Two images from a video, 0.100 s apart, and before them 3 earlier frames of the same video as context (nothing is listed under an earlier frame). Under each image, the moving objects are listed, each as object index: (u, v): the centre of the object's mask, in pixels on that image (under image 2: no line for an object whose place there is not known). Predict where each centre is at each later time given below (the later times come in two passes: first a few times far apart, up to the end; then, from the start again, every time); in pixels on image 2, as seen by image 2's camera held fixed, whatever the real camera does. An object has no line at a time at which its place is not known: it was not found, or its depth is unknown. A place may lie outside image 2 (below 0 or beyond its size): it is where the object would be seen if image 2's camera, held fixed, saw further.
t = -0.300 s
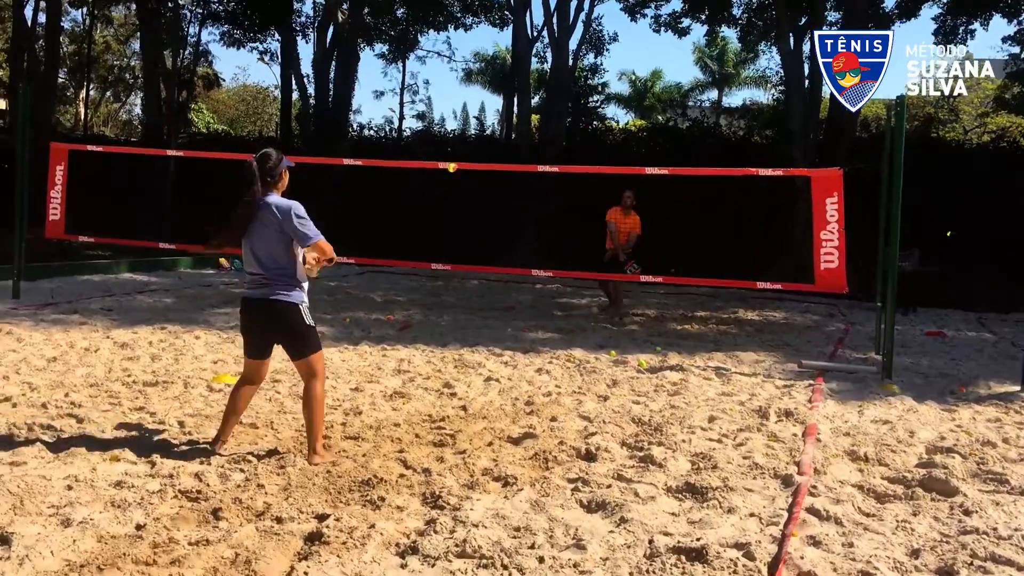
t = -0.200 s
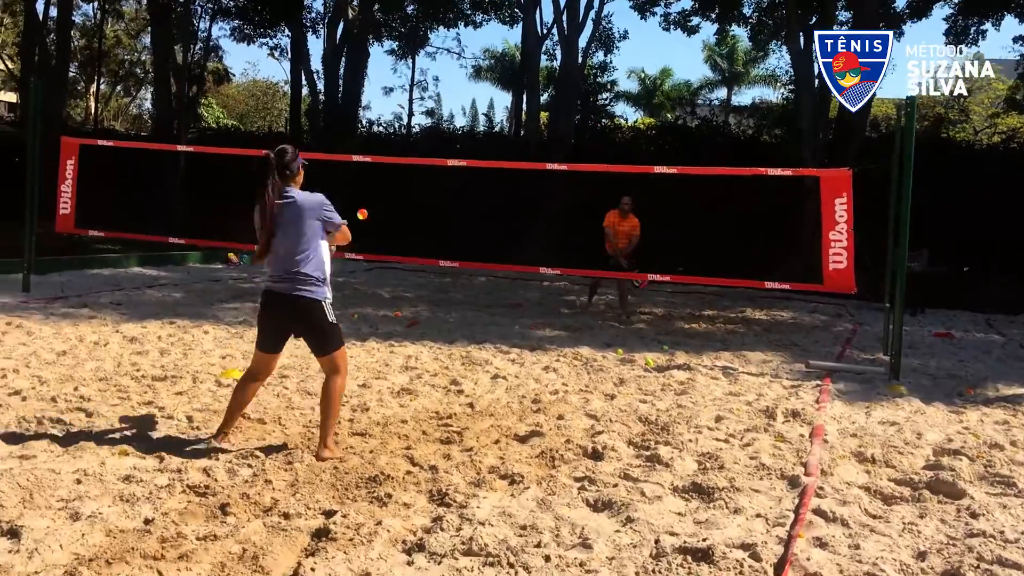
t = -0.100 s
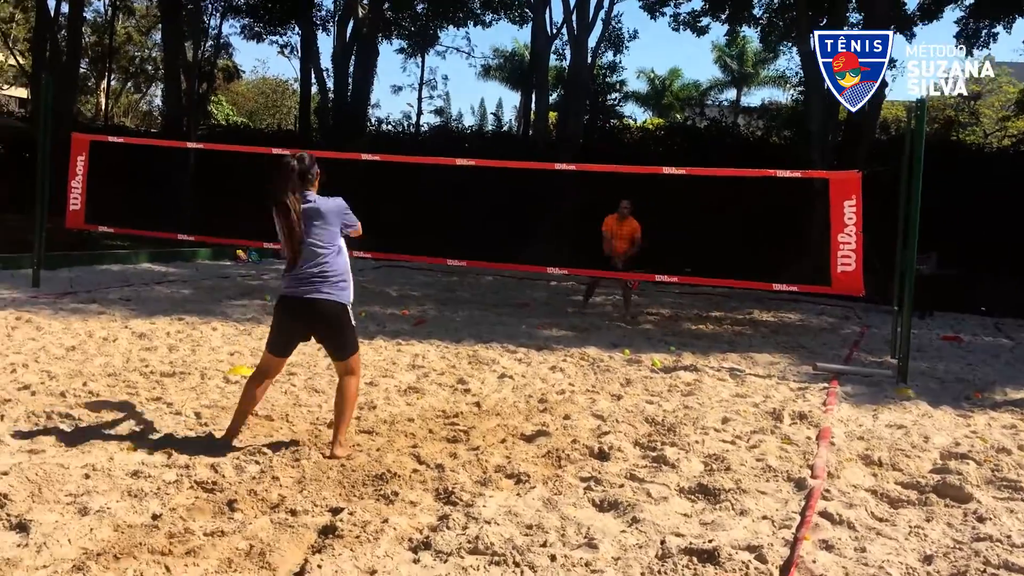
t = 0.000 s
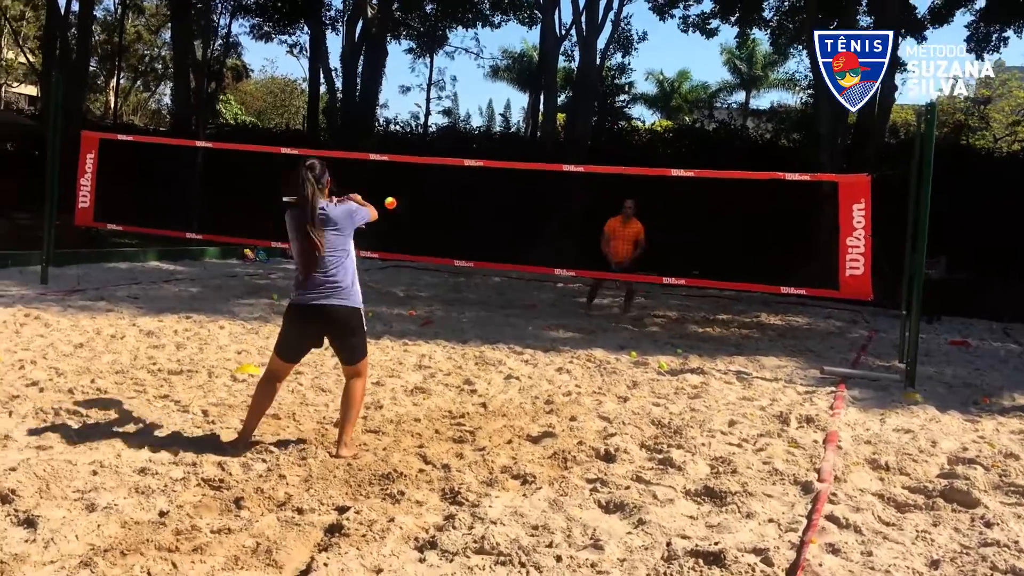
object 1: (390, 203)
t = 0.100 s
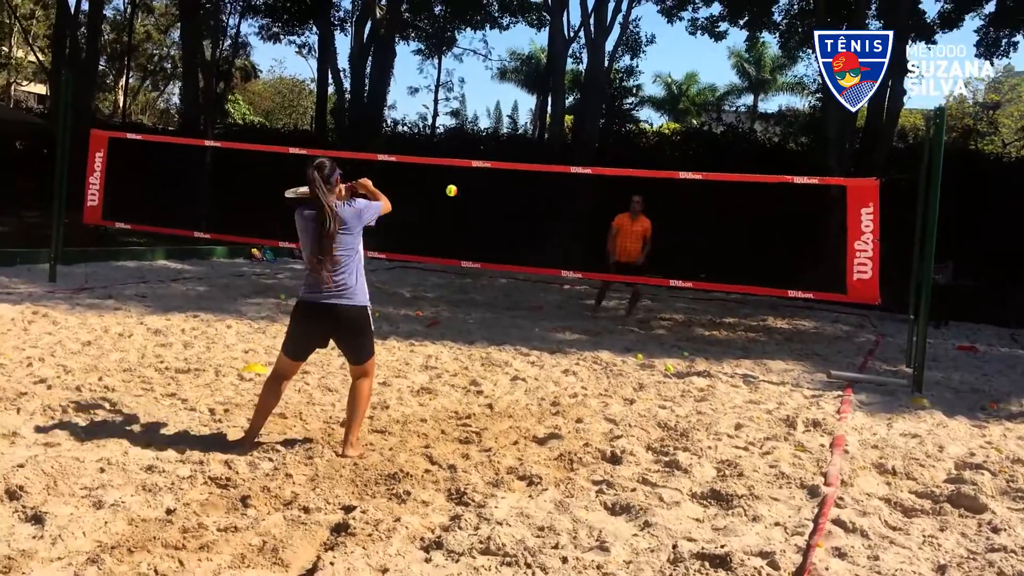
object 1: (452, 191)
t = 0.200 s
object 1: (502, 194)
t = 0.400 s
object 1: (596, 248)
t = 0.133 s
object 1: (469, 190)
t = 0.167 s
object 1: (486, 191)
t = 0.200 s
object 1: (502, 194)
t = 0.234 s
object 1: (519, 198)
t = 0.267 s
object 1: (535, 205)
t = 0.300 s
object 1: (551, 213)
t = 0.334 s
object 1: (566, 223)
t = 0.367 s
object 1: (582, 235)
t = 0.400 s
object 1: (596, 248)
